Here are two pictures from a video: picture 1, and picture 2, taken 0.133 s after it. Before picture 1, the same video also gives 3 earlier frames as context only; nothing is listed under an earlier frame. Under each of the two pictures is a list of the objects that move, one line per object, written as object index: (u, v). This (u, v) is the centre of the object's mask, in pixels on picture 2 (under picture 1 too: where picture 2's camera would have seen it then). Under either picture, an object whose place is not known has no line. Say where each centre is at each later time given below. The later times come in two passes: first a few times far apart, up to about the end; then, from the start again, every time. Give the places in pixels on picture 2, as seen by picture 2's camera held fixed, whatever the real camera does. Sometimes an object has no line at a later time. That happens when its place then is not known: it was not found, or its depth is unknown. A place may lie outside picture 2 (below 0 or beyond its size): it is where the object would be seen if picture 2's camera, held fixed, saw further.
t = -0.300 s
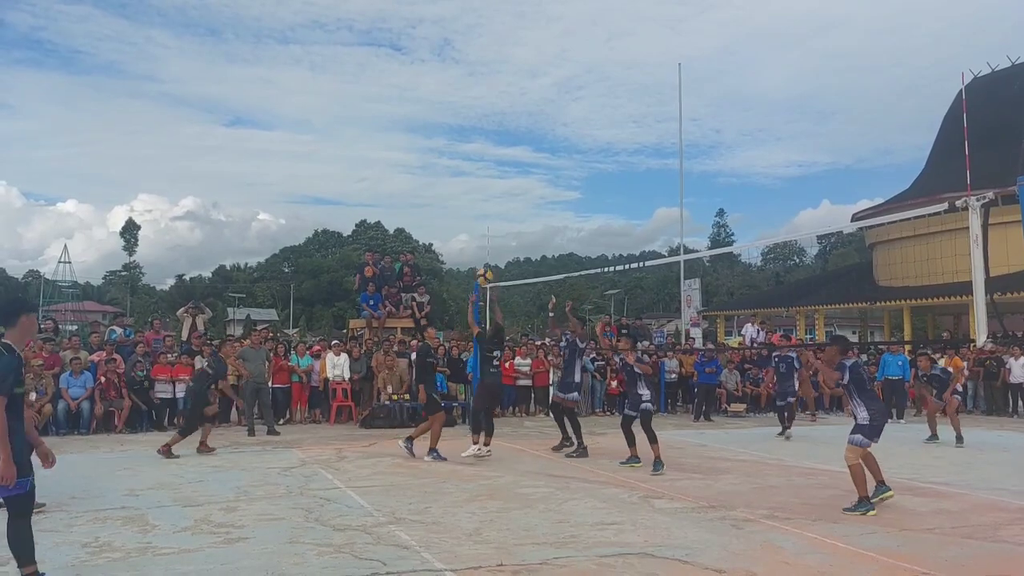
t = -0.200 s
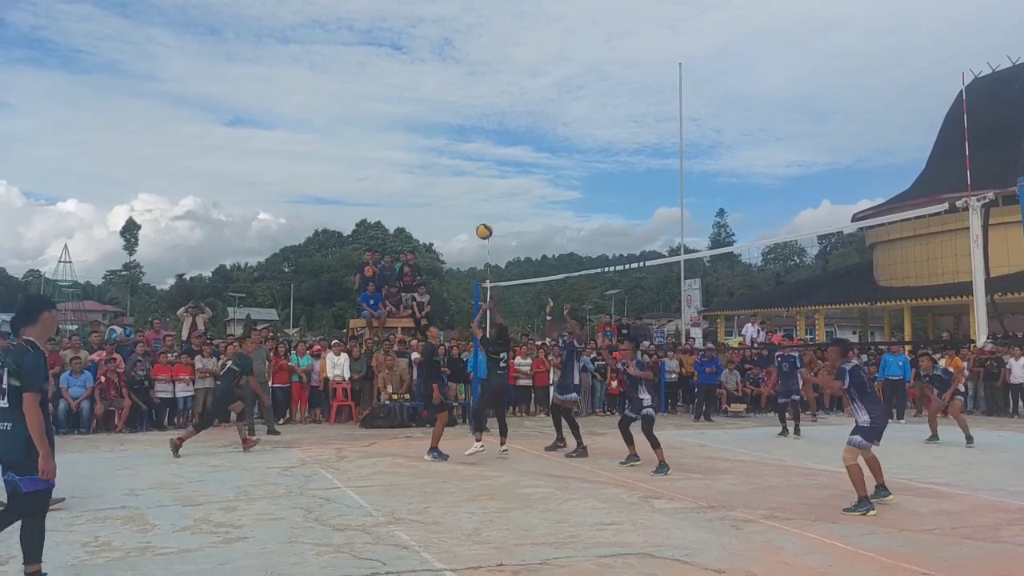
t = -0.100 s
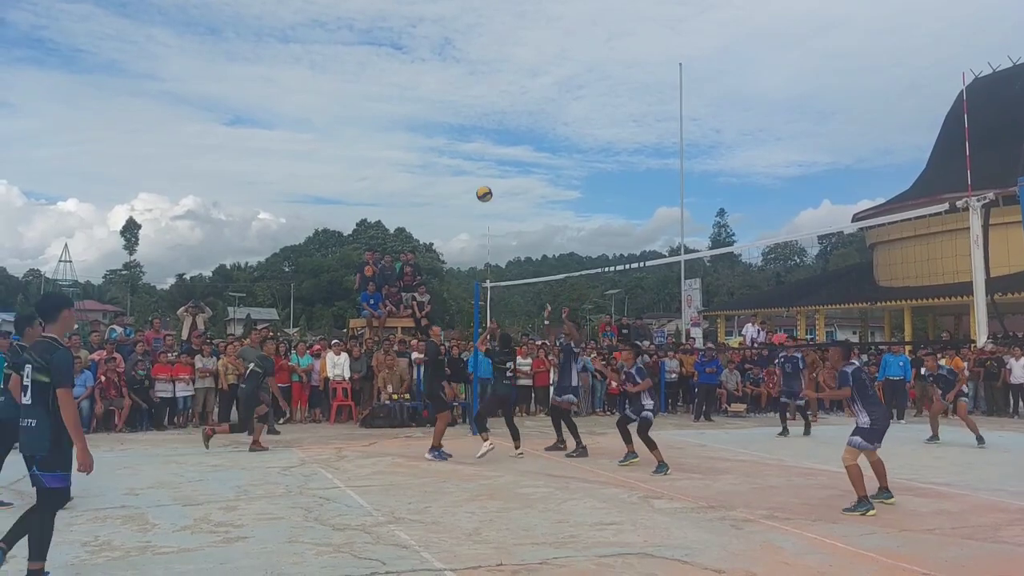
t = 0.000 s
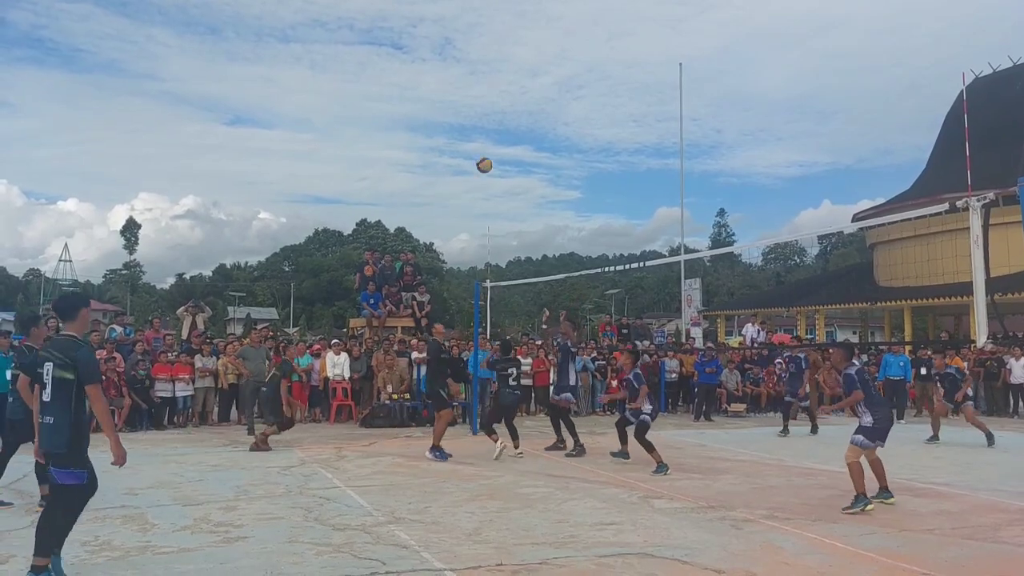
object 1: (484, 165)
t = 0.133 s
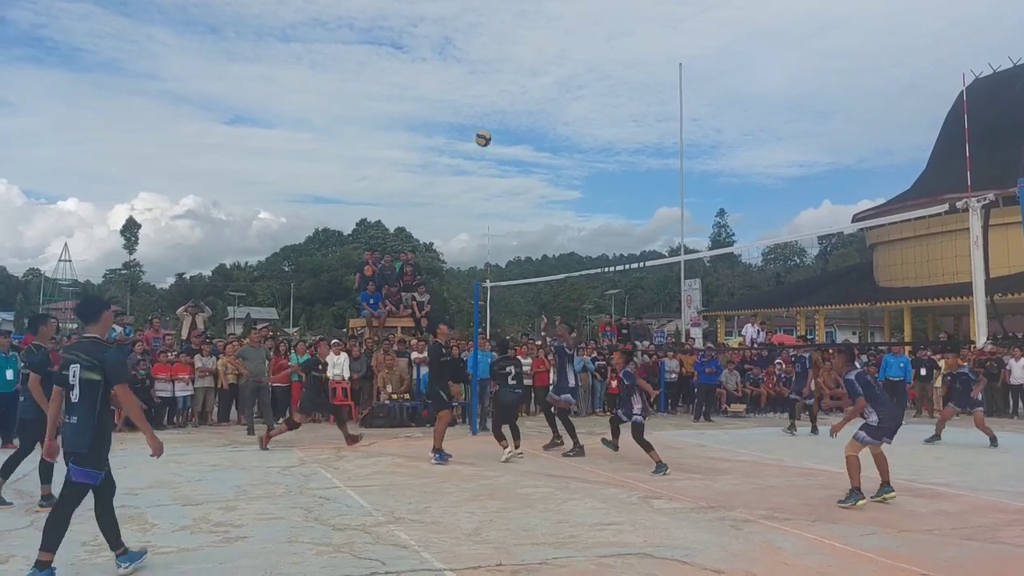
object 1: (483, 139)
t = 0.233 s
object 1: (482, 128)
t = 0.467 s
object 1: (480, 130)
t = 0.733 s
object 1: (476, 177)
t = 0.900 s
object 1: (474, 229)
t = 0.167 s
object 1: (483, 135)
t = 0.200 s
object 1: (482, 131)
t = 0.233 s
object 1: (482, 128)
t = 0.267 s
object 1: (482, 126)
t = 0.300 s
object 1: (482, 124)
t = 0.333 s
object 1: (481, 124)
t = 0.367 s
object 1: (481, 124)
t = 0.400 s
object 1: (480, 125)
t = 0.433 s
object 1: (480, 127)
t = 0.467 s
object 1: (480, 130)
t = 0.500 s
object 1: (479, 134)
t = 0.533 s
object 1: (479, 137)
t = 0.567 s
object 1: (478, 142)
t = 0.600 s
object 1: (478, 148)
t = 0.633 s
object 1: (477, 154)
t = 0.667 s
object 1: (477, 161)
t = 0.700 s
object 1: (477, 168)
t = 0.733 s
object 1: (476, 177)
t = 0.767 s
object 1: (476, 186)
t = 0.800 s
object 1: (475, 196)
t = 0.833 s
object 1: (475, 206)
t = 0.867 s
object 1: (475, 217)
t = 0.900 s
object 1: (474, 229)
